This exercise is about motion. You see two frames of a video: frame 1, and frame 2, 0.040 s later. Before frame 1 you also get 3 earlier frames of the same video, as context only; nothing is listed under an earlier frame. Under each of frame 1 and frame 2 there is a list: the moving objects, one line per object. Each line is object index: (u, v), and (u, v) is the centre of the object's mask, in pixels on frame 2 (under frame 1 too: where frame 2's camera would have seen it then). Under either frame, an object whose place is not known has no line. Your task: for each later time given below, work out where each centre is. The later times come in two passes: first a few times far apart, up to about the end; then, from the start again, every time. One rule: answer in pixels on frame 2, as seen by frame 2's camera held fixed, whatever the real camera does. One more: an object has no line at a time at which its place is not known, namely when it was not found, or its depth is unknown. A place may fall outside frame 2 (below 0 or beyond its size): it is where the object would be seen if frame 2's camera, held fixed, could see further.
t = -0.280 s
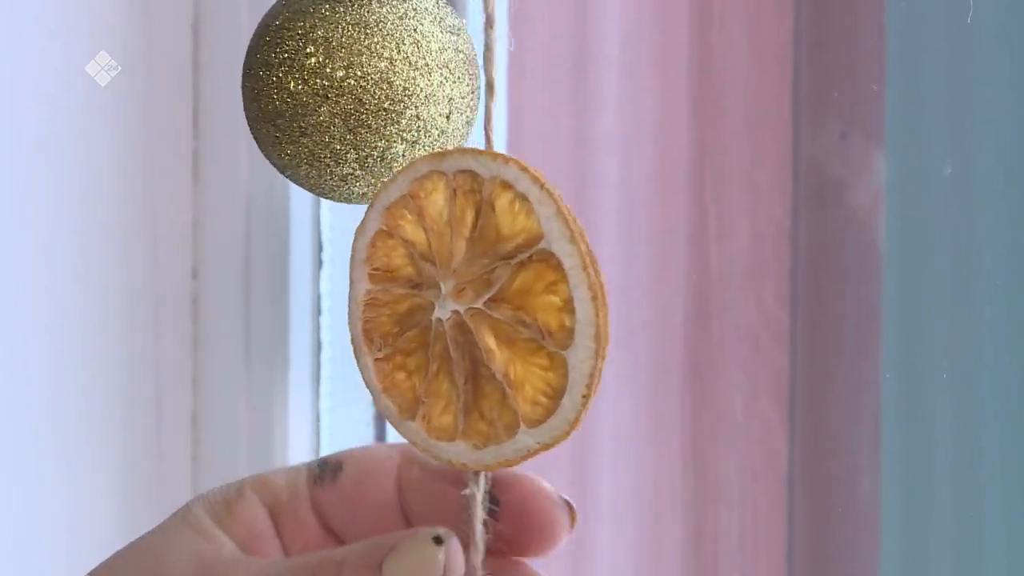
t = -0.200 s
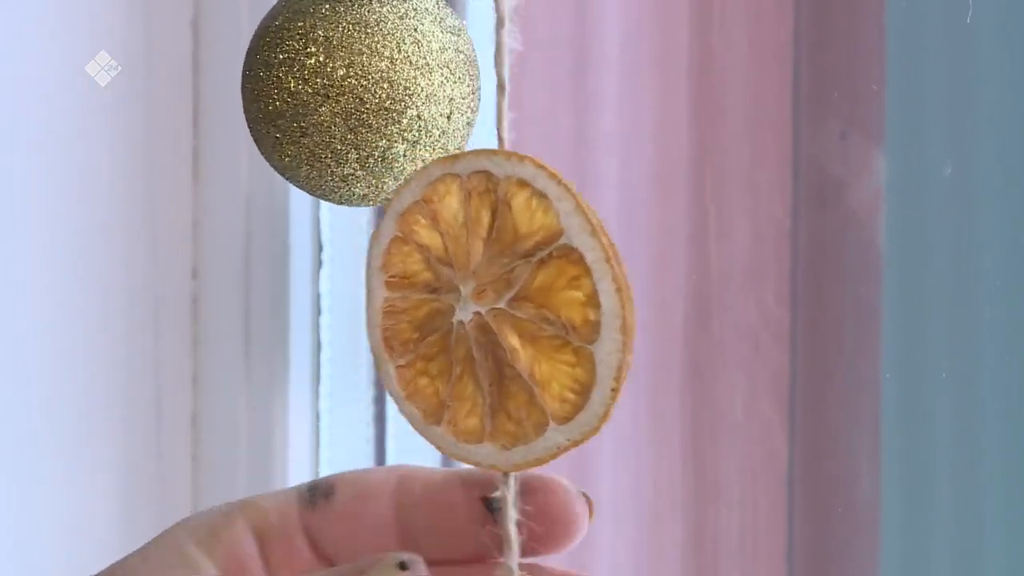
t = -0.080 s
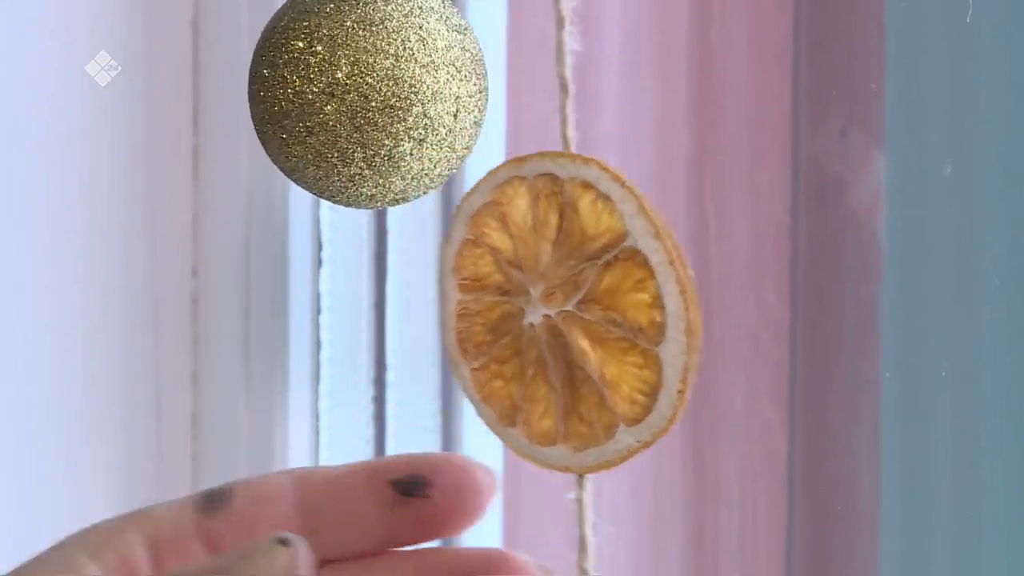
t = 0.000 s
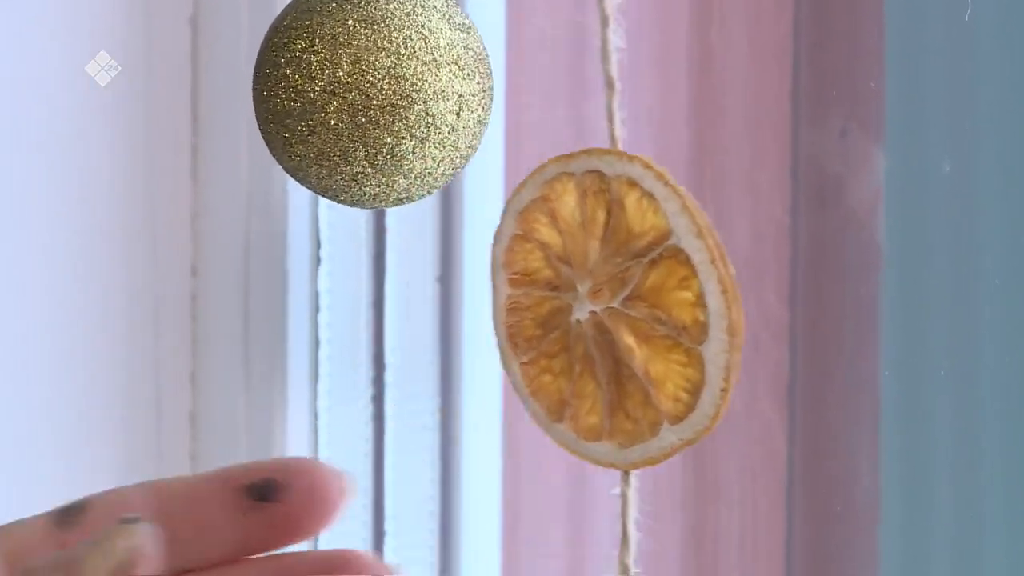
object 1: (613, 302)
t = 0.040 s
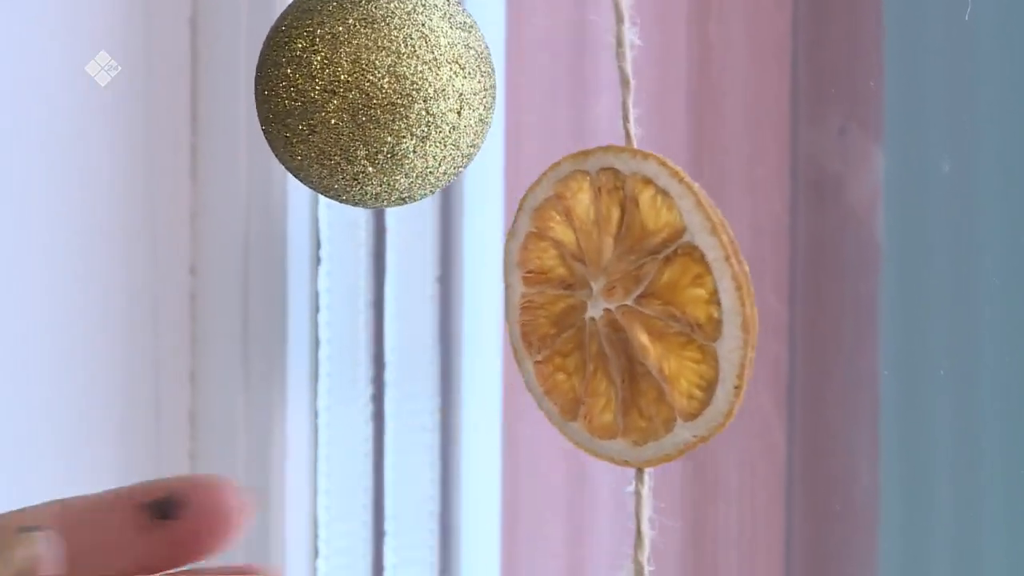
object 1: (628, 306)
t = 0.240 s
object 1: (607, 305)
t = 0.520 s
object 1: (566, 298)
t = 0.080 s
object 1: (633, 305)
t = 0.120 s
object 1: (631, 305)
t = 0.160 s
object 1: (626, 305)
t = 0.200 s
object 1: (616, 306)
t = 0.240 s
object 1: (607, 305)
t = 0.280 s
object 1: (598, 305)
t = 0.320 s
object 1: (591, 305)
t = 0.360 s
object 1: (586, 304)
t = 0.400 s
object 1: (584, 302)
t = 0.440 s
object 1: (581, 300)
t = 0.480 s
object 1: (575, 298)
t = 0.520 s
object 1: (566, 298)
